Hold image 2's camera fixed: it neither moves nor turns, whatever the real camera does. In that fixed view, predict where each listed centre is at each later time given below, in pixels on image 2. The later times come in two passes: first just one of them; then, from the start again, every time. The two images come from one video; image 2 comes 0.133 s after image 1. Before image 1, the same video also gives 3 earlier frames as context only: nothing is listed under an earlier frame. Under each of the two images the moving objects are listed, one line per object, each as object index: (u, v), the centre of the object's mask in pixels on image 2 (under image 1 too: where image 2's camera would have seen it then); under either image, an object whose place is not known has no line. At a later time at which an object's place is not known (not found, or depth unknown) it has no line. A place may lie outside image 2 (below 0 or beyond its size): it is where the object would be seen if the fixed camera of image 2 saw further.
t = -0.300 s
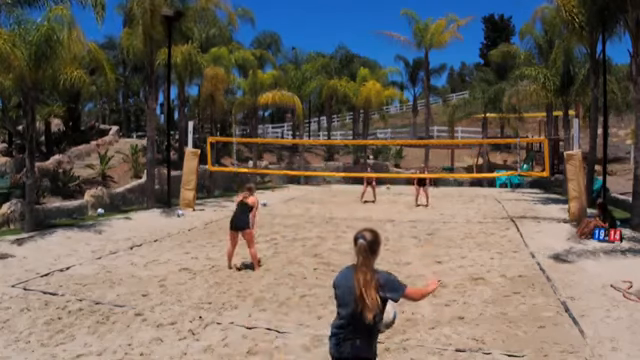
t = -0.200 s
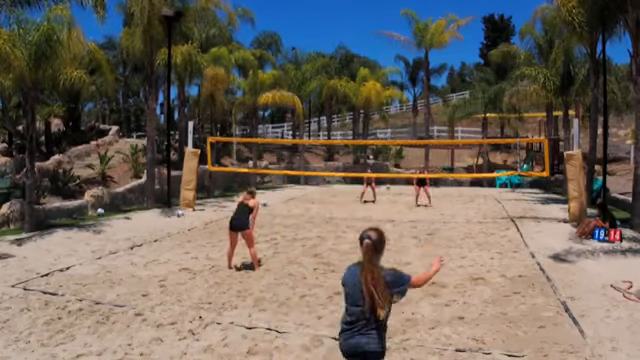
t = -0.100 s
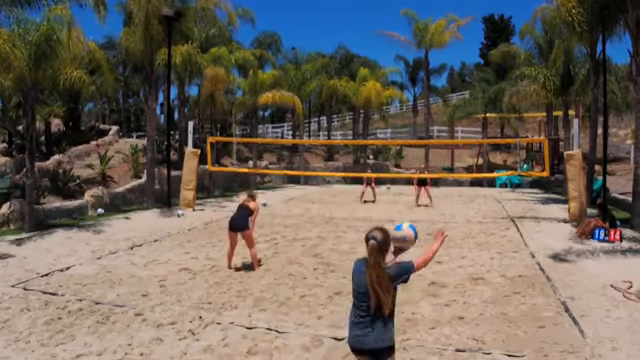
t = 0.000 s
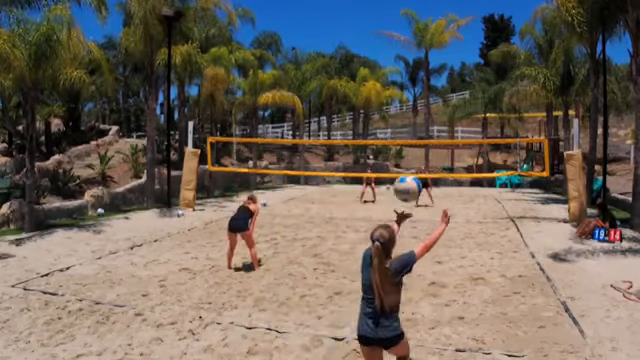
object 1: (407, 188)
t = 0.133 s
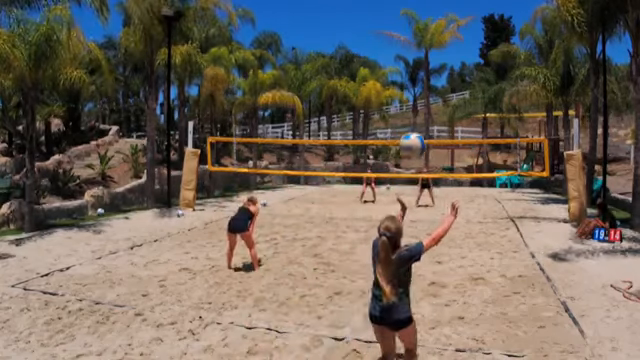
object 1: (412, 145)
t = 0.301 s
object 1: (417, 124)
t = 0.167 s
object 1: (413, 138)
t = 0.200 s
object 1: (414, 132)
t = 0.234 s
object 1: (415, 129)
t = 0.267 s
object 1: (416, 125)
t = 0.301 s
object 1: (417, 124)
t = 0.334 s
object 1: (418, 124)
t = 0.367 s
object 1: (419, 125)
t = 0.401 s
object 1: (420, 125)
